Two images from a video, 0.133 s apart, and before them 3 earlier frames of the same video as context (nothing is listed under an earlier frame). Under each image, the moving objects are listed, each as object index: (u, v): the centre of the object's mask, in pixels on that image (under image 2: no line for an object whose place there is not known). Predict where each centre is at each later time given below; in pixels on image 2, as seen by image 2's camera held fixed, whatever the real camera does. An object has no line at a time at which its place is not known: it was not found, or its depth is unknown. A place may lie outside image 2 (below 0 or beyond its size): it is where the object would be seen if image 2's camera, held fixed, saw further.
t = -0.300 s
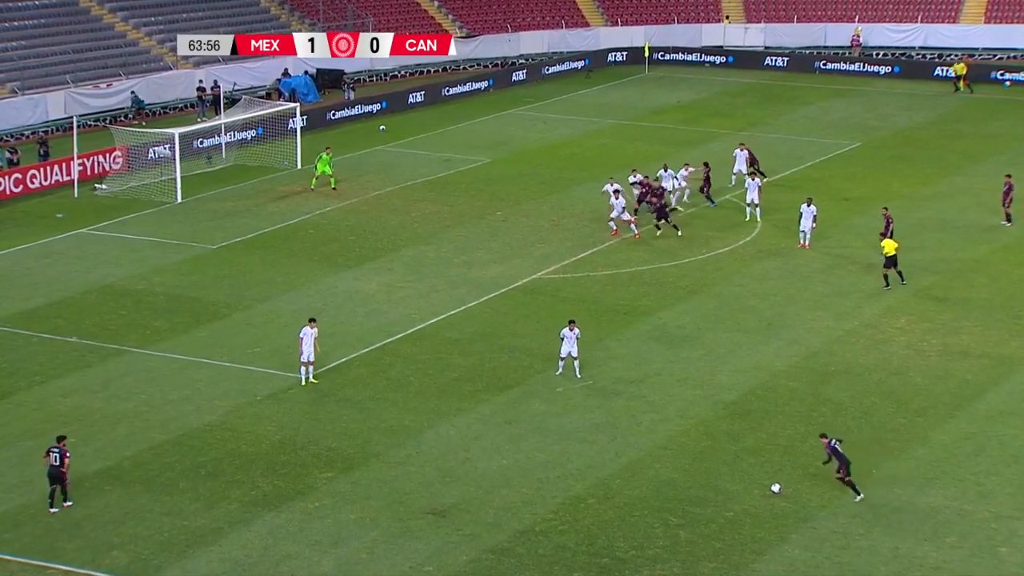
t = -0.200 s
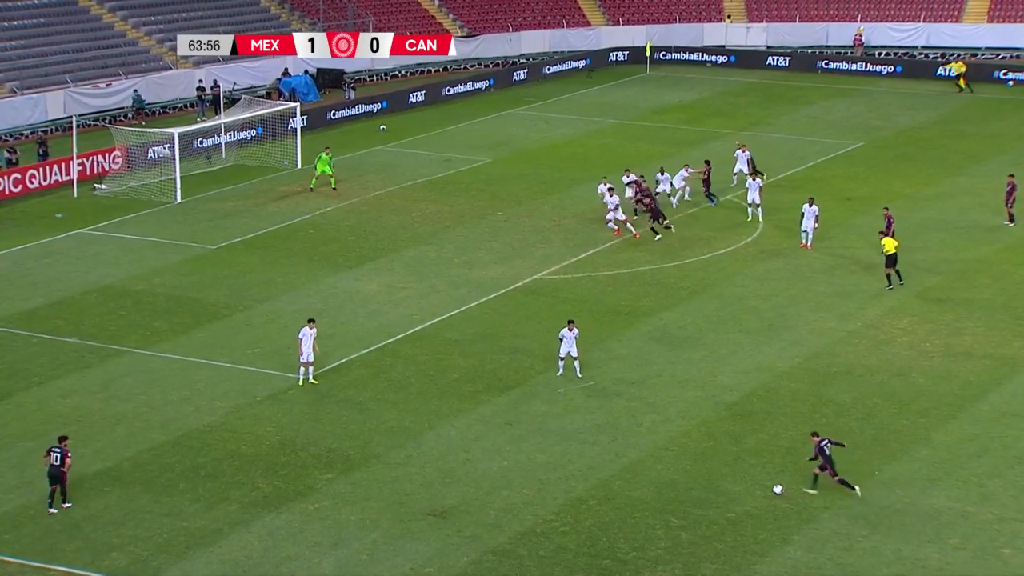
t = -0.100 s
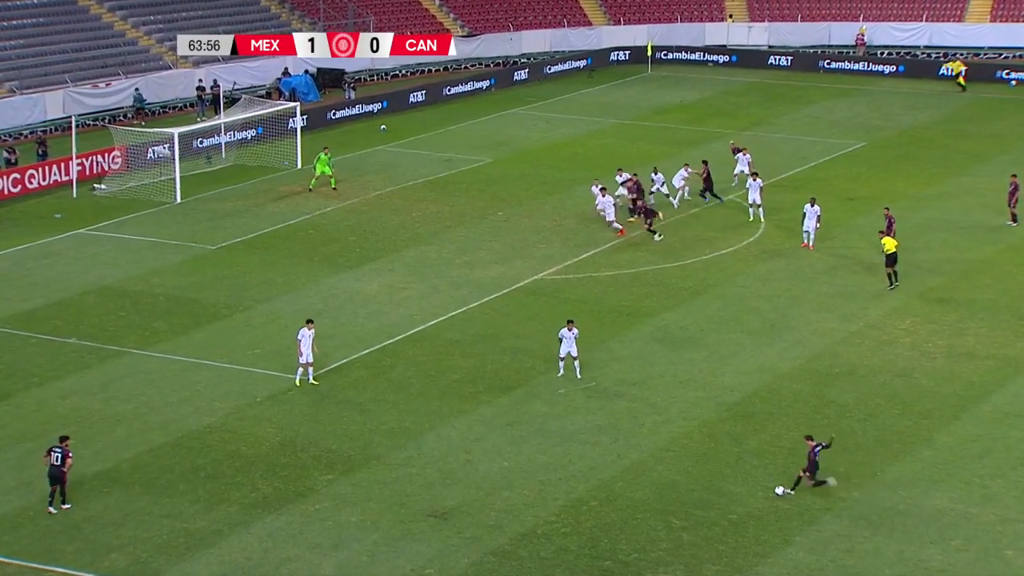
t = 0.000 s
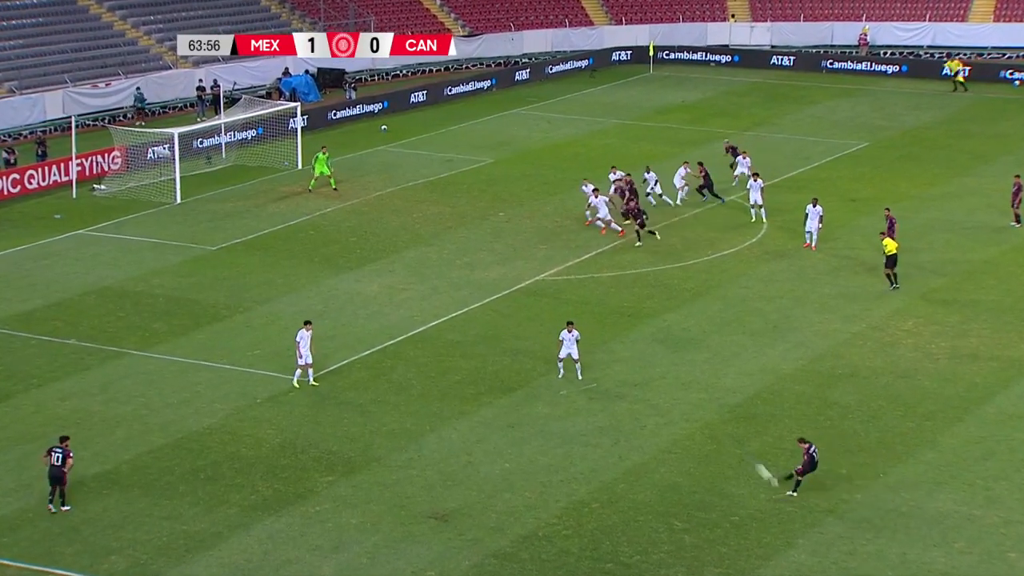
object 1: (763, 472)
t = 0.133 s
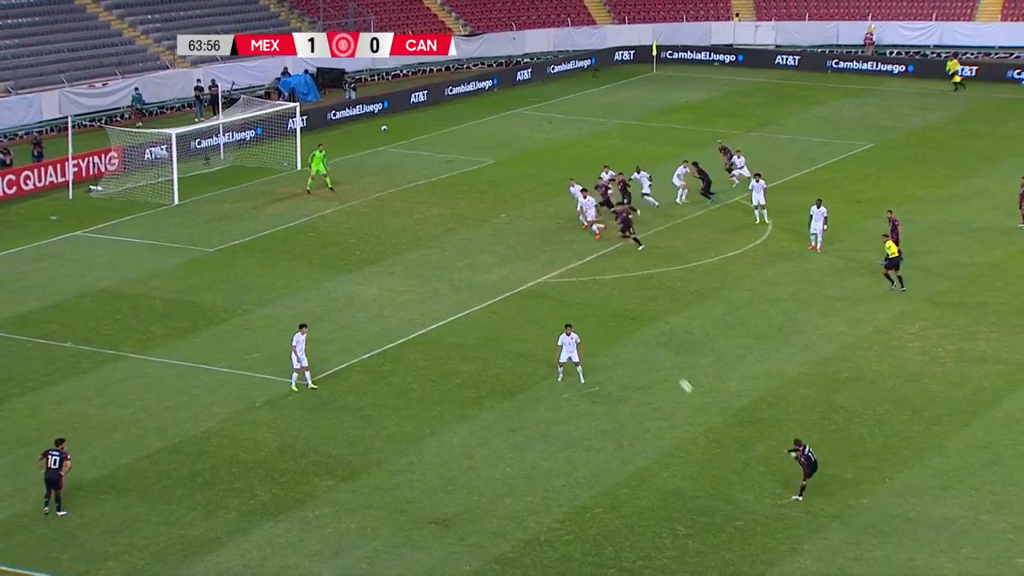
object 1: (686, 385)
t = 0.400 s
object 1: (568, 257)
